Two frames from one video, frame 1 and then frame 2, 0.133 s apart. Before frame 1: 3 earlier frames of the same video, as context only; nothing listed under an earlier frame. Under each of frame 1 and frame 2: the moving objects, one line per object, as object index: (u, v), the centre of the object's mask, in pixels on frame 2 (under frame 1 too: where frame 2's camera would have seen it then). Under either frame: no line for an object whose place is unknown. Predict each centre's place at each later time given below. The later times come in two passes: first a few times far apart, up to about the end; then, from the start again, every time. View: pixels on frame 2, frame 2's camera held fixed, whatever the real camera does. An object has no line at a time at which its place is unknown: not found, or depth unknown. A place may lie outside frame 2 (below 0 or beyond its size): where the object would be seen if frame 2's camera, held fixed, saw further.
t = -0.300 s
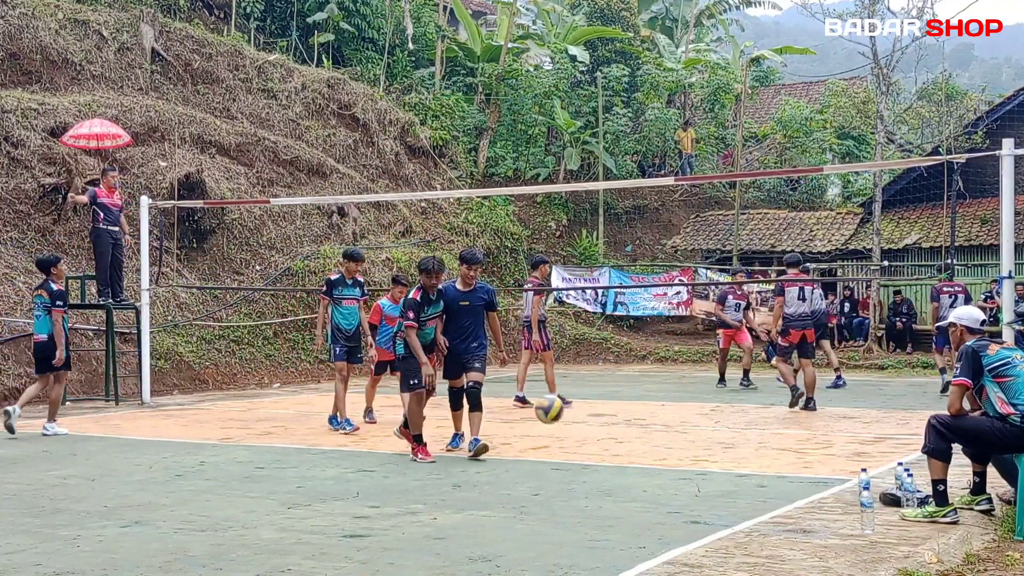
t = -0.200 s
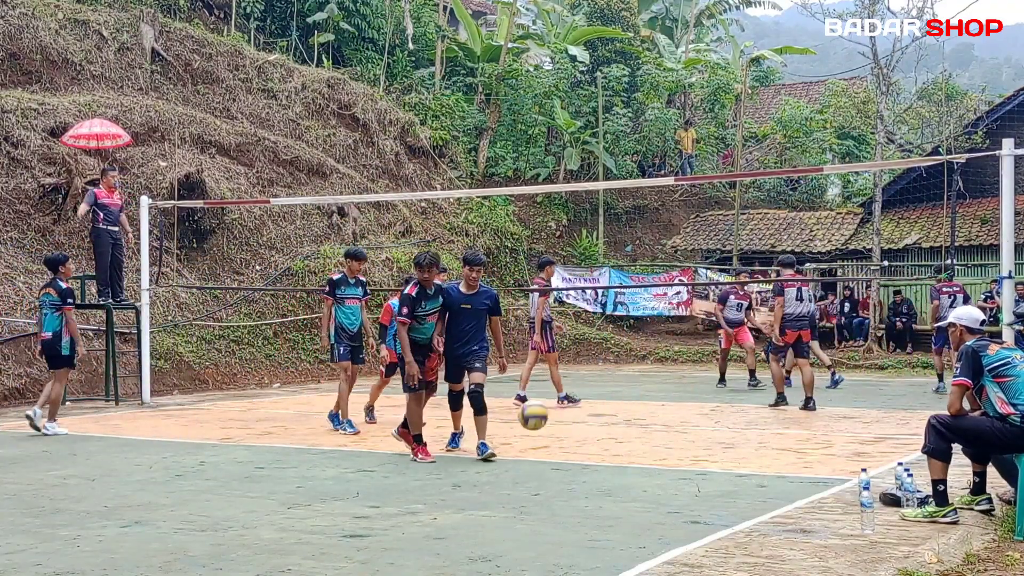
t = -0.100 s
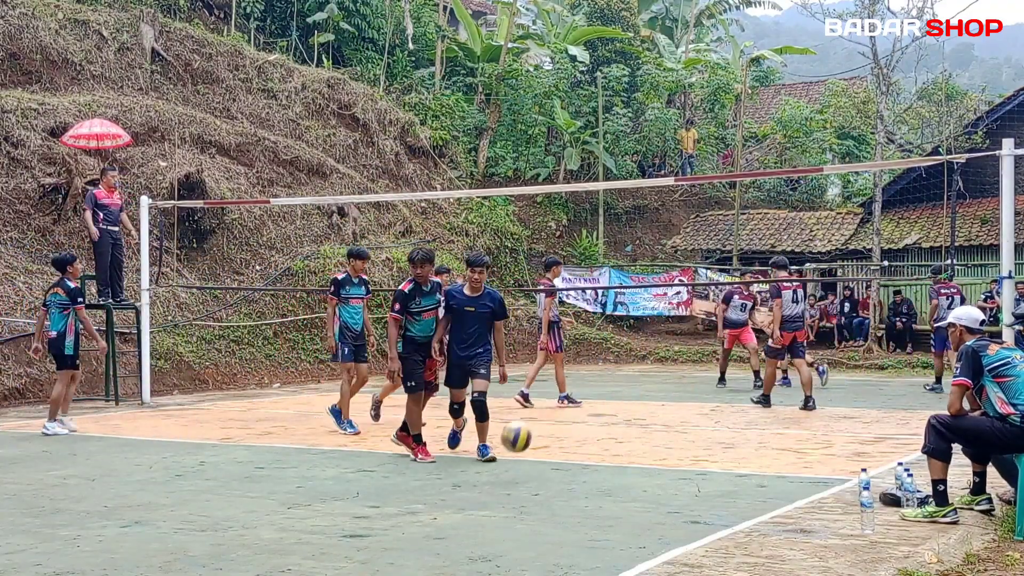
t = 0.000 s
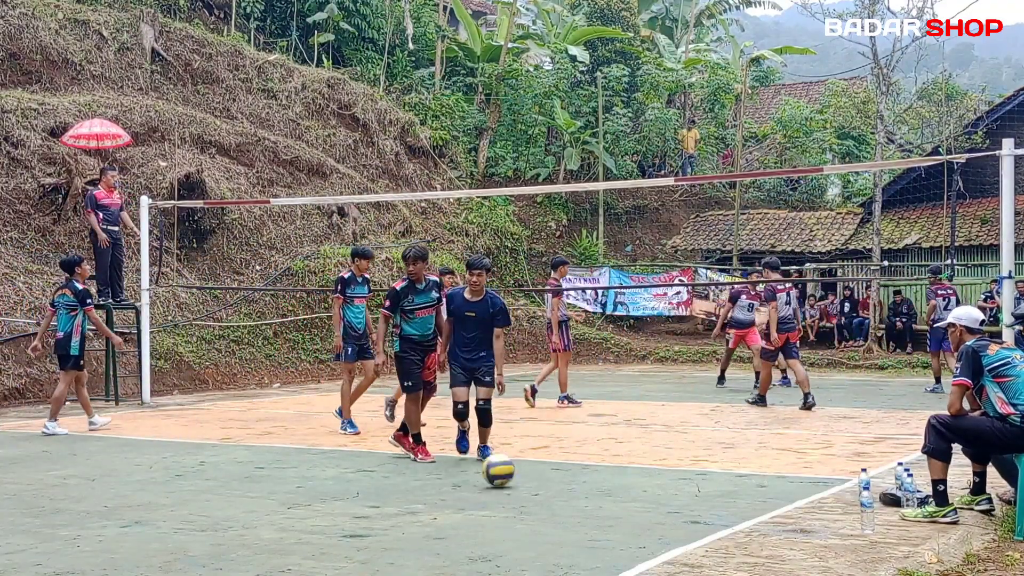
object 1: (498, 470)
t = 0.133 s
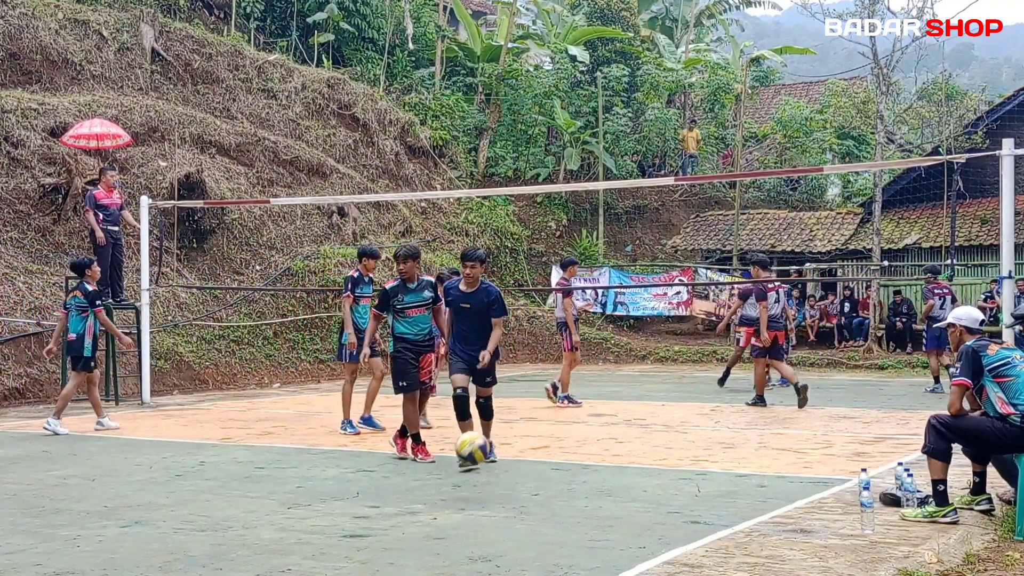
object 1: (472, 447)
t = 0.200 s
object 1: (458, 447)
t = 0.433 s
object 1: (403, 497)
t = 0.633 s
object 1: (345, 489)
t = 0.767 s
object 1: (300, 531)
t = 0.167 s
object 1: (465, 447)
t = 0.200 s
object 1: (458, 447)
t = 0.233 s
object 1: (451, 449)
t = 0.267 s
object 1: (444, 454)
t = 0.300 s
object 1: (435, 460)
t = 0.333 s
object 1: (428, 469)
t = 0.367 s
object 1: (420, 479)
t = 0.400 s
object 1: (412, 493)
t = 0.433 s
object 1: (403, 497)
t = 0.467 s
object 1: (394, 491)
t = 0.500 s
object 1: (384, 486)
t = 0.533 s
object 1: (375, 484)
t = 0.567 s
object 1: (365, 483)
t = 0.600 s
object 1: (355, 485)
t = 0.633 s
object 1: (345, 489)
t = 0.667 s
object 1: (334, 496)
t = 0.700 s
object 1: (323, 504)
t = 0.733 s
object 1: (311, 516)
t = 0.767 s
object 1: (300, 531)
